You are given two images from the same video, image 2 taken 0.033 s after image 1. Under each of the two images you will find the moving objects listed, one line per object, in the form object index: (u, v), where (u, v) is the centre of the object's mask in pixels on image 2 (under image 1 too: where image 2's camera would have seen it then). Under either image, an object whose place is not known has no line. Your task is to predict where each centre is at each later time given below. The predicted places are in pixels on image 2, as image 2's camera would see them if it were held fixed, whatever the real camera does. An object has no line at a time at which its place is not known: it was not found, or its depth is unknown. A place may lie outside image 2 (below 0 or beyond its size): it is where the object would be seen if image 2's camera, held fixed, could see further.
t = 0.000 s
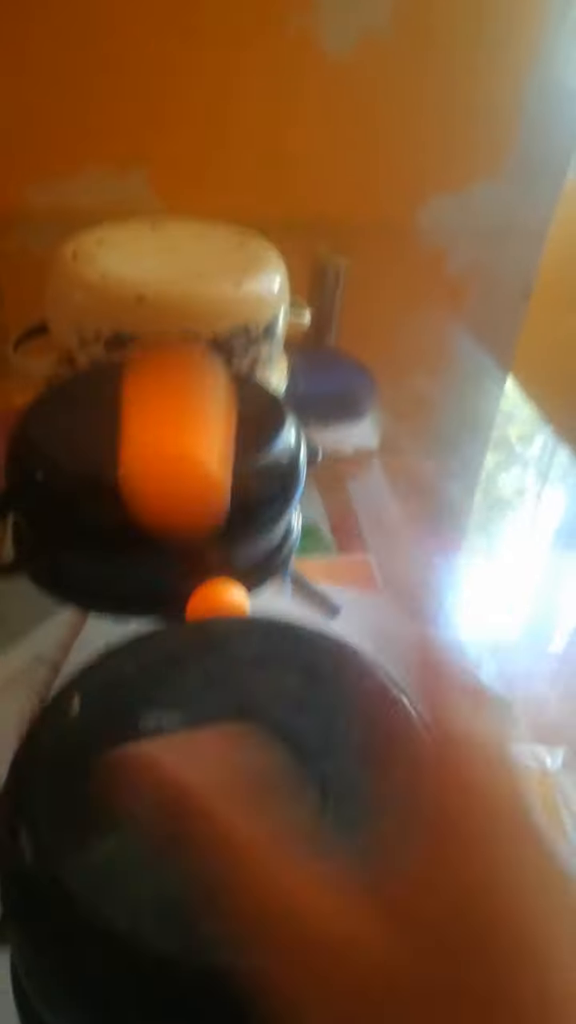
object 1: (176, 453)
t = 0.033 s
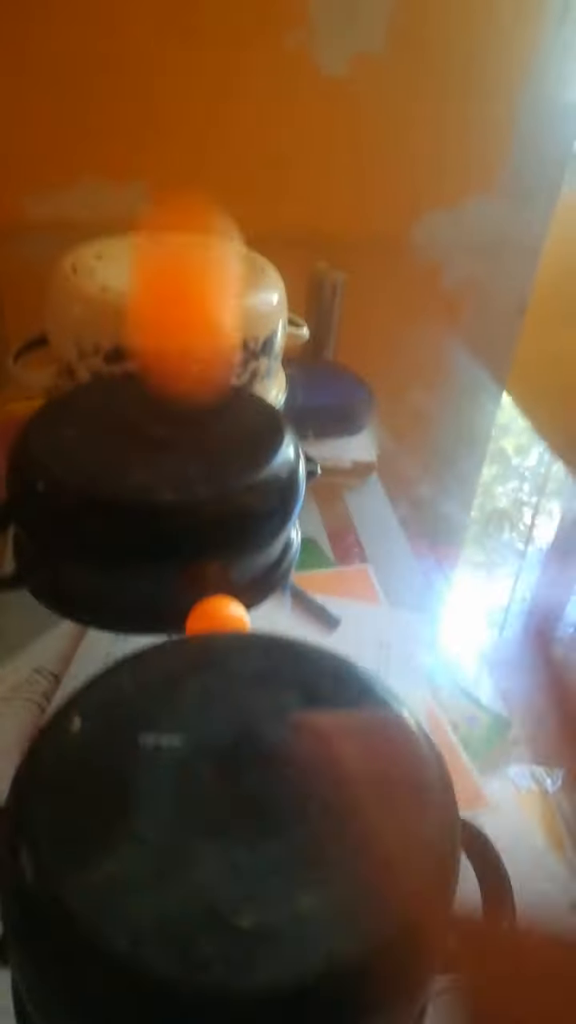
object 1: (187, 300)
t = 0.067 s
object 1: (196, 162)
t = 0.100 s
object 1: (203, 81)
